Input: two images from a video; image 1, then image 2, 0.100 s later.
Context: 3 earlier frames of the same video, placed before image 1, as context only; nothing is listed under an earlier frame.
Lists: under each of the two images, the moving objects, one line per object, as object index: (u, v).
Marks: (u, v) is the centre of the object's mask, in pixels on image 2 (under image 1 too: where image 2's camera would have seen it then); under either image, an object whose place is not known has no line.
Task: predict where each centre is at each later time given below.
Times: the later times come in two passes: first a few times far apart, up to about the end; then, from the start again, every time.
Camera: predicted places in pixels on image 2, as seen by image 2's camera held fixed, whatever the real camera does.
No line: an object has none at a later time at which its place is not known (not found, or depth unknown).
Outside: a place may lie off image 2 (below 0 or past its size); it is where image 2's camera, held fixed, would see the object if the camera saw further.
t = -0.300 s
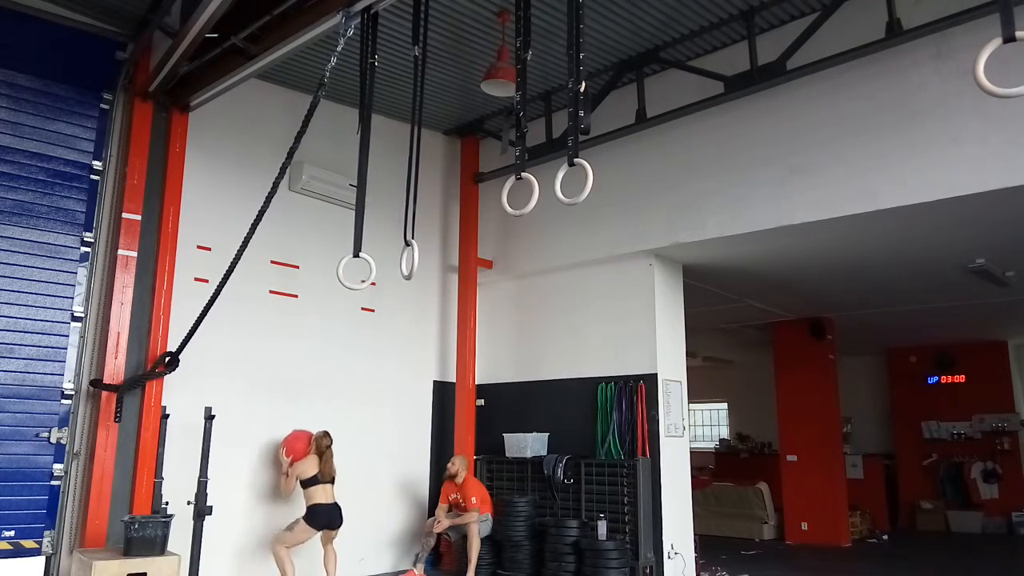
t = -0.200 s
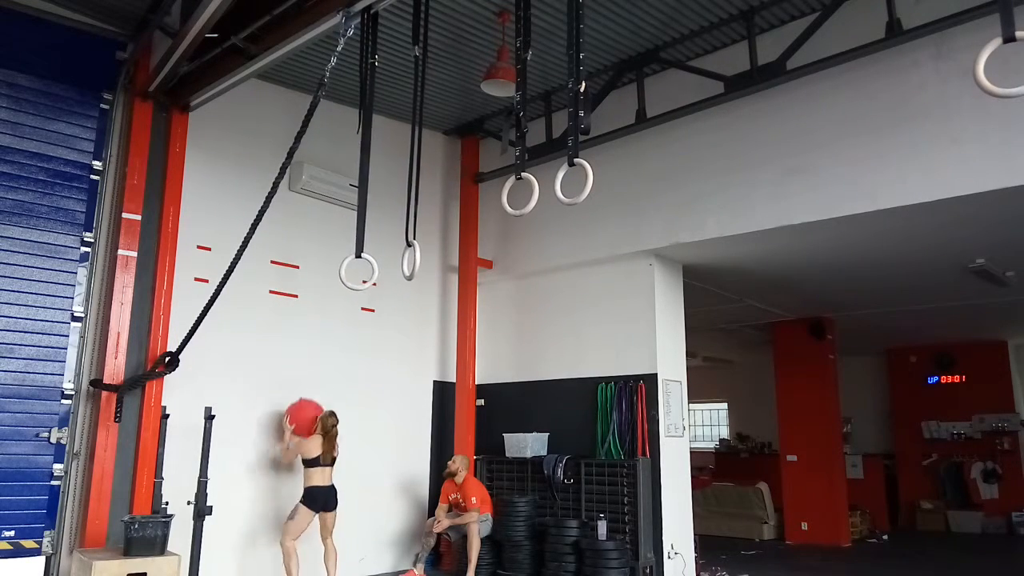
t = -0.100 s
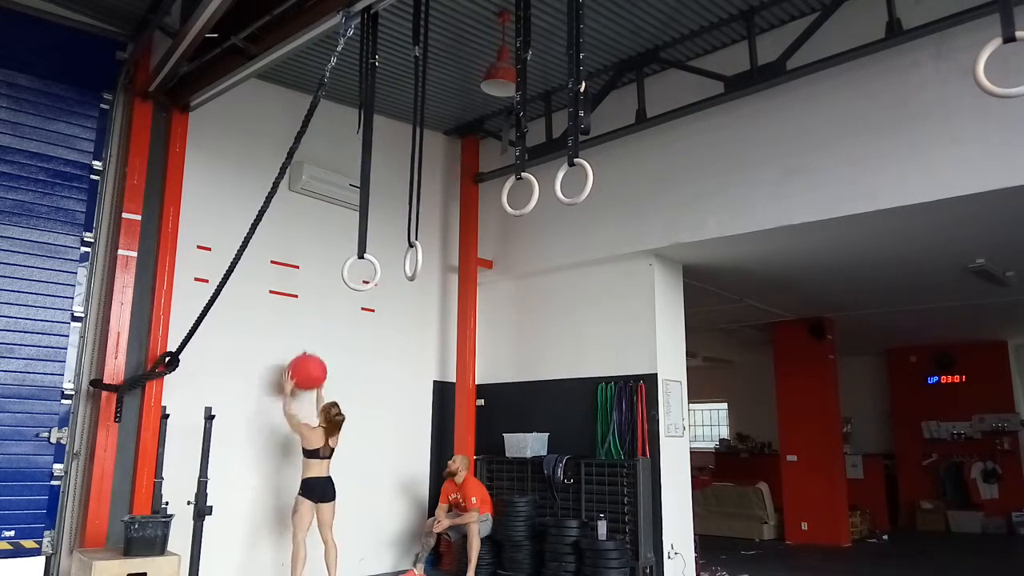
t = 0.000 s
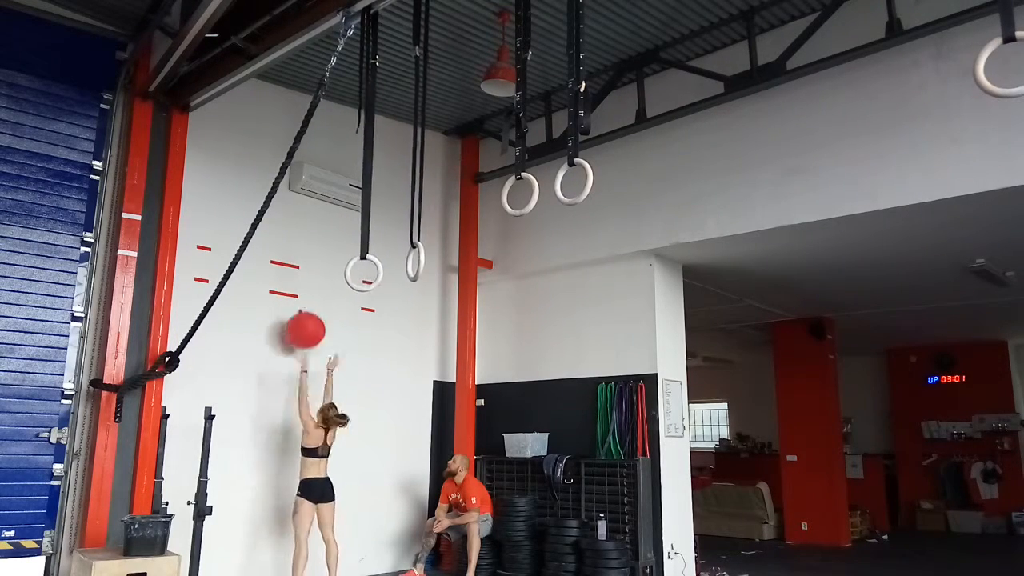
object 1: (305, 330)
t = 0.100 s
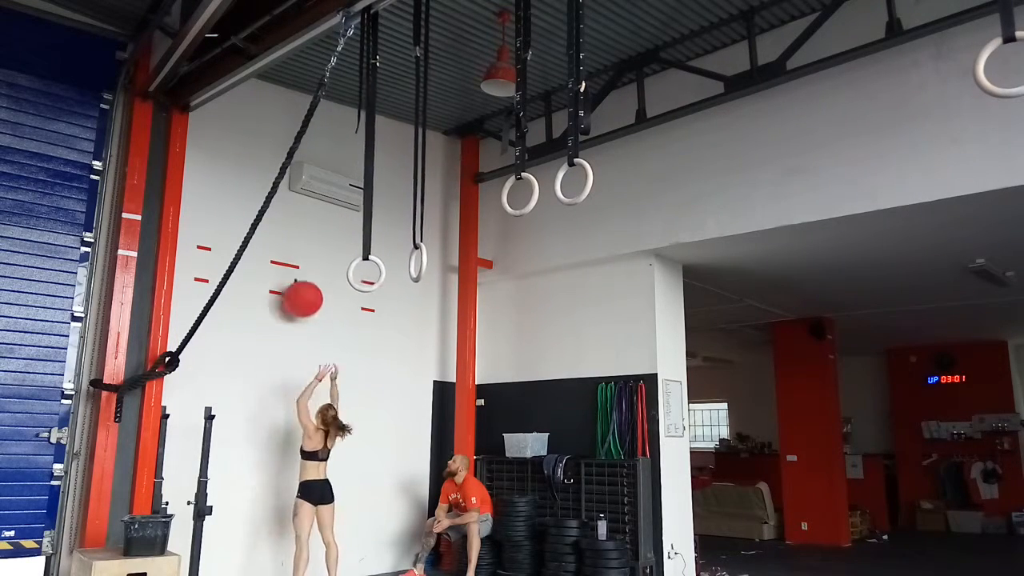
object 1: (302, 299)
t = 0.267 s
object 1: (297, 270)
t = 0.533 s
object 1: (300, 278)
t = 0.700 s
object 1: (301, 320)
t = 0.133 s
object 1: (301, 291)
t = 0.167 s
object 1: (300, 284)
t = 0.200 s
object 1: (299, 278)
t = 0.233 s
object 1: (297, 273)
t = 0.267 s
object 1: (297, 270)
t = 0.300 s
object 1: (297, 268)
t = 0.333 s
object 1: (297, 266)
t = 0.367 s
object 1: (297, 266)
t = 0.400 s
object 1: (298, 266)
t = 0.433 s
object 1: (299, 268)
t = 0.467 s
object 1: (299, 270)
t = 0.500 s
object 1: (299, 274)
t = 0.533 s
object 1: (300, 278)
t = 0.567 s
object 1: (301, 284)
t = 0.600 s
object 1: (301, 292)
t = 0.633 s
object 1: (301, 300)
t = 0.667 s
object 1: (301, 309)
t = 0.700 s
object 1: (301, 320)
